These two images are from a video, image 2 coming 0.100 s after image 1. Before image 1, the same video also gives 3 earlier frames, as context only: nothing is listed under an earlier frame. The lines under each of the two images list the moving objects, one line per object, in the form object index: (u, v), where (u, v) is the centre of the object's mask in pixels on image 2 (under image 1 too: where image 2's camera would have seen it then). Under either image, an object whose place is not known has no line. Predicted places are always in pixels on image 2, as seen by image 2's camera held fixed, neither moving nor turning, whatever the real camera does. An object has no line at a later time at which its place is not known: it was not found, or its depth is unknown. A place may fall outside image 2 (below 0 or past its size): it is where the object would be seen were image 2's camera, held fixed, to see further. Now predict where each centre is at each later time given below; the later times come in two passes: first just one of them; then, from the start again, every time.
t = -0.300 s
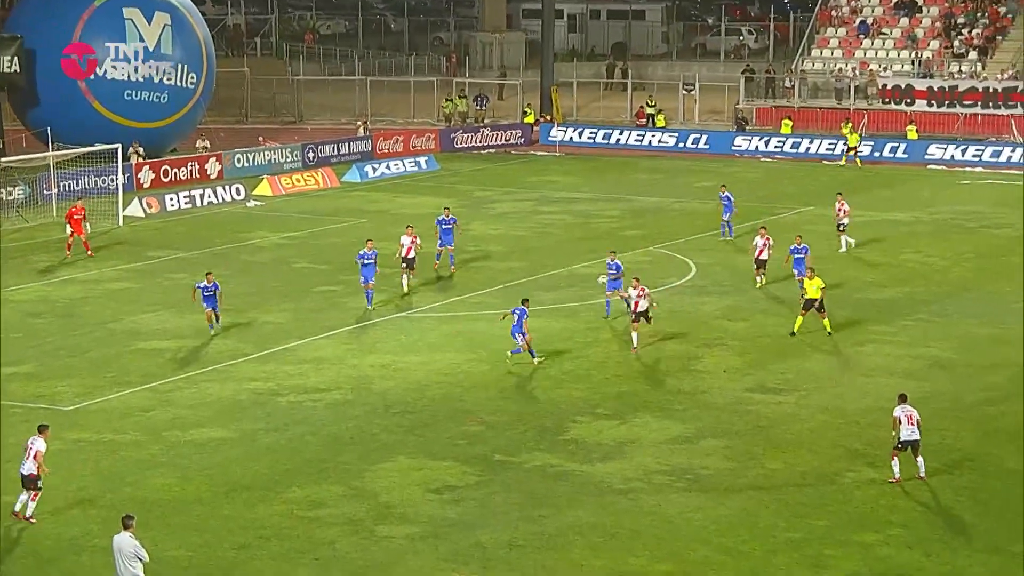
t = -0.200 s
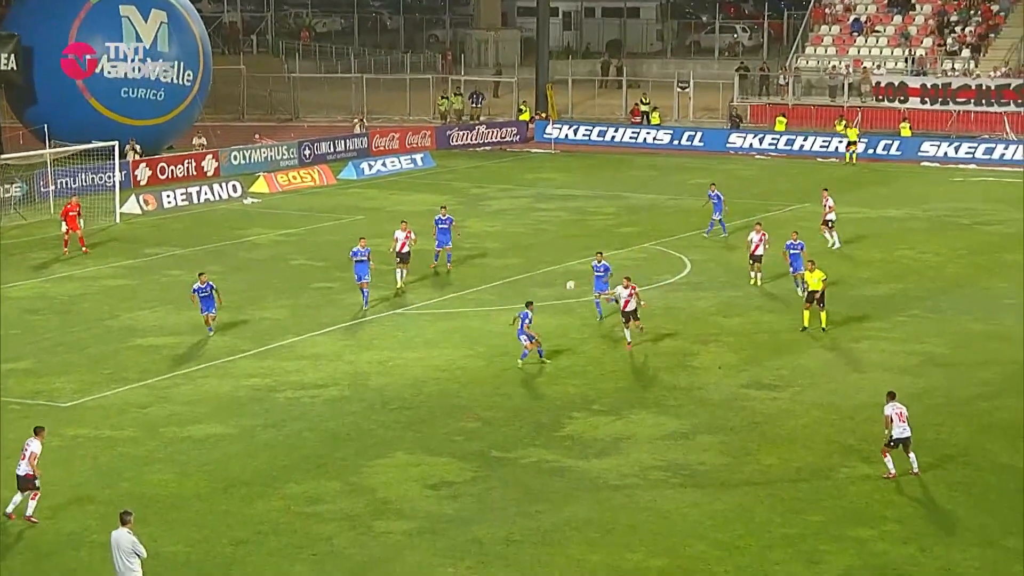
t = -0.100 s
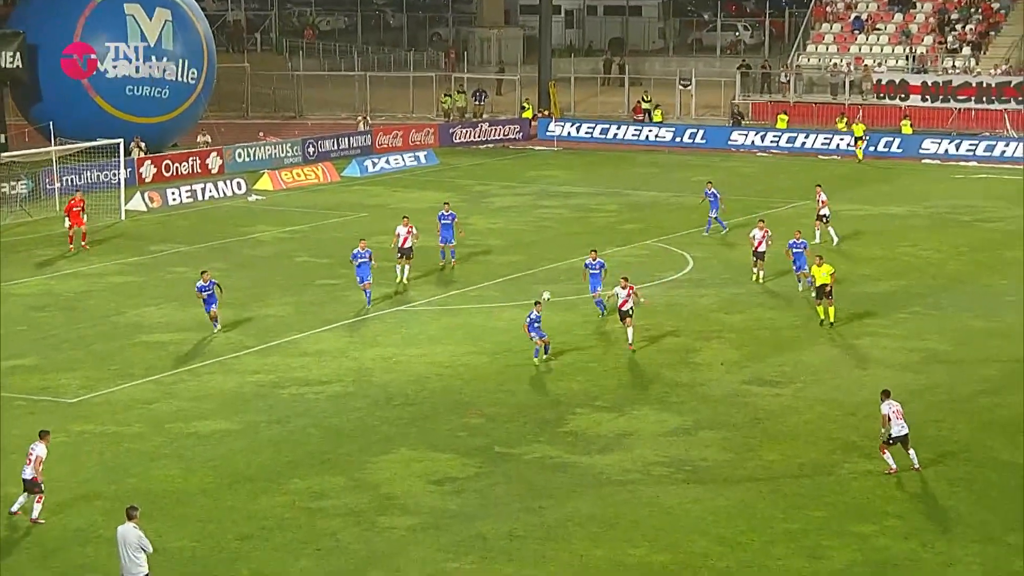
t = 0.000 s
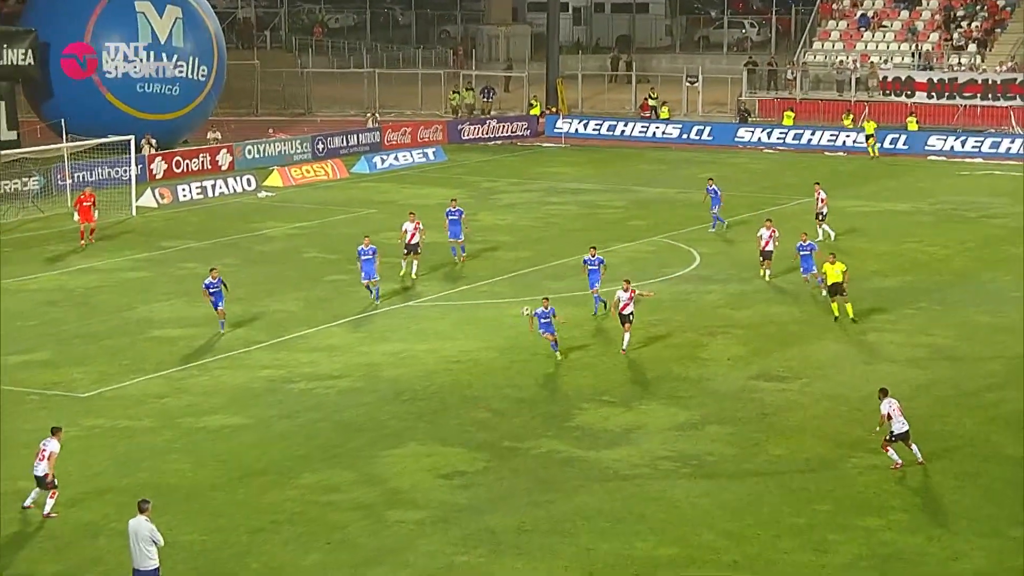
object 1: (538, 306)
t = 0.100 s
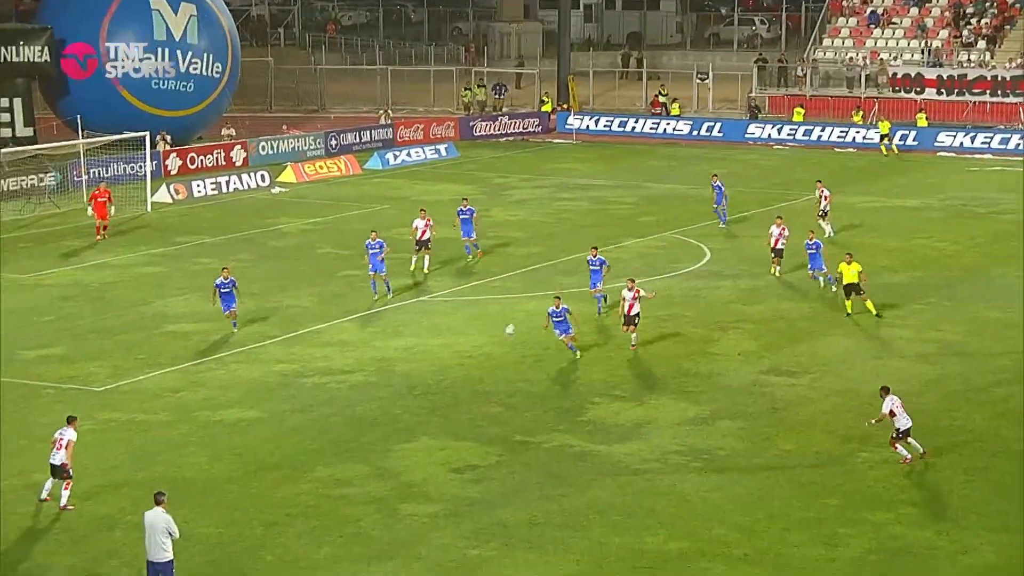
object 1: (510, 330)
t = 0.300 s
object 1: (458, 379)
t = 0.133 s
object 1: (502, 339)
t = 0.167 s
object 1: (492, 349)
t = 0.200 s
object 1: (483, 359)
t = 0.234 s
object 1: (473, 371)
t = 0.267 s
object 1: (465, 382)
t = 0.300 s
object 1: (458, 379)
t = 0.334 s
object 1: (451, 374)
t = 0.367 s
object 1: (445, 370)
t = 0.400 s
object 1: (438, 368)
